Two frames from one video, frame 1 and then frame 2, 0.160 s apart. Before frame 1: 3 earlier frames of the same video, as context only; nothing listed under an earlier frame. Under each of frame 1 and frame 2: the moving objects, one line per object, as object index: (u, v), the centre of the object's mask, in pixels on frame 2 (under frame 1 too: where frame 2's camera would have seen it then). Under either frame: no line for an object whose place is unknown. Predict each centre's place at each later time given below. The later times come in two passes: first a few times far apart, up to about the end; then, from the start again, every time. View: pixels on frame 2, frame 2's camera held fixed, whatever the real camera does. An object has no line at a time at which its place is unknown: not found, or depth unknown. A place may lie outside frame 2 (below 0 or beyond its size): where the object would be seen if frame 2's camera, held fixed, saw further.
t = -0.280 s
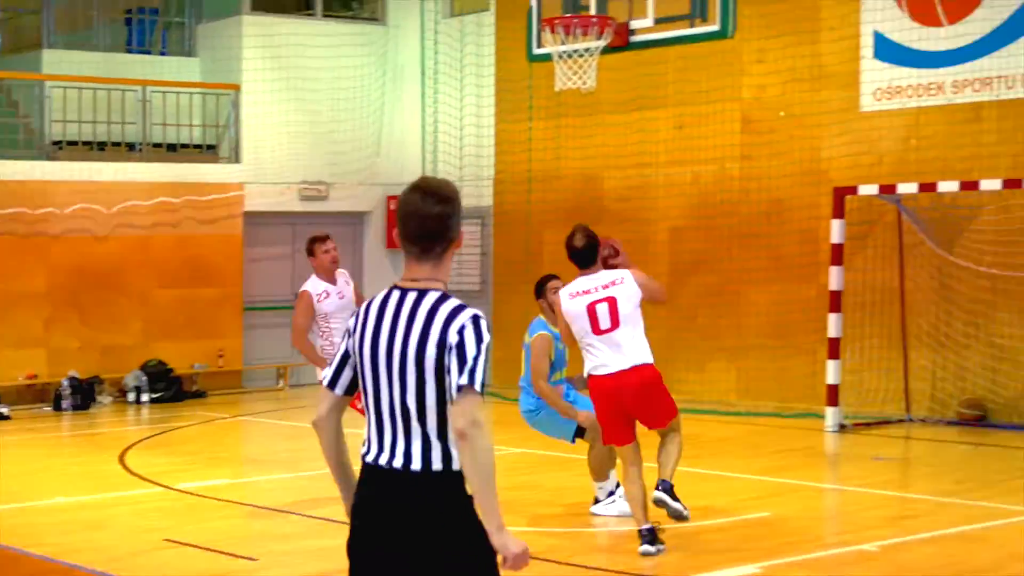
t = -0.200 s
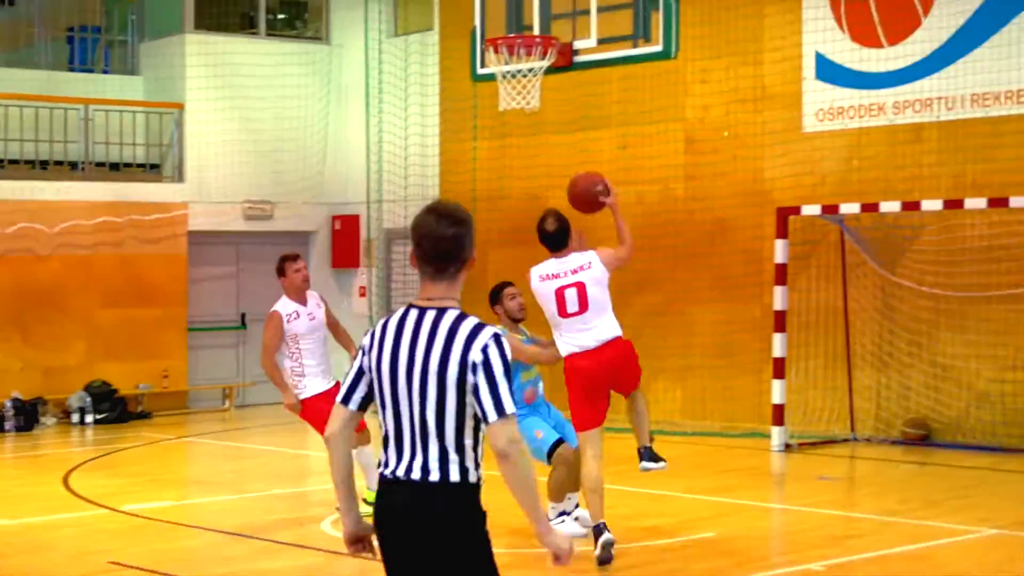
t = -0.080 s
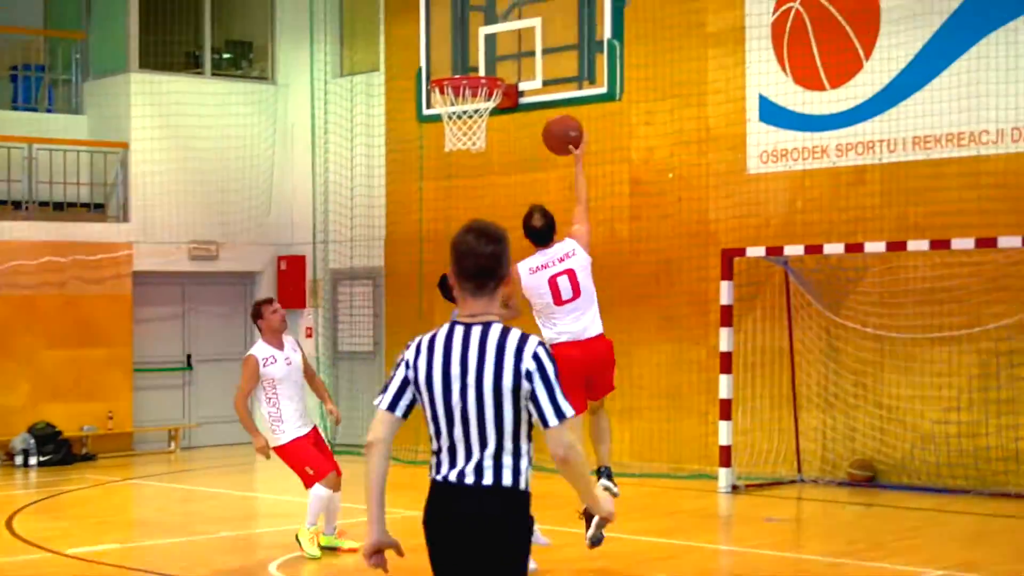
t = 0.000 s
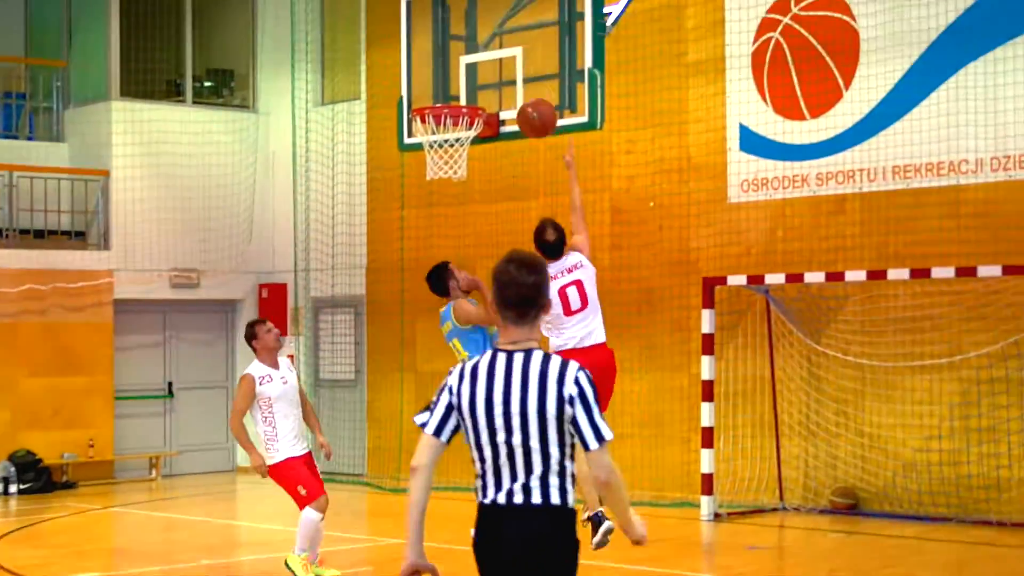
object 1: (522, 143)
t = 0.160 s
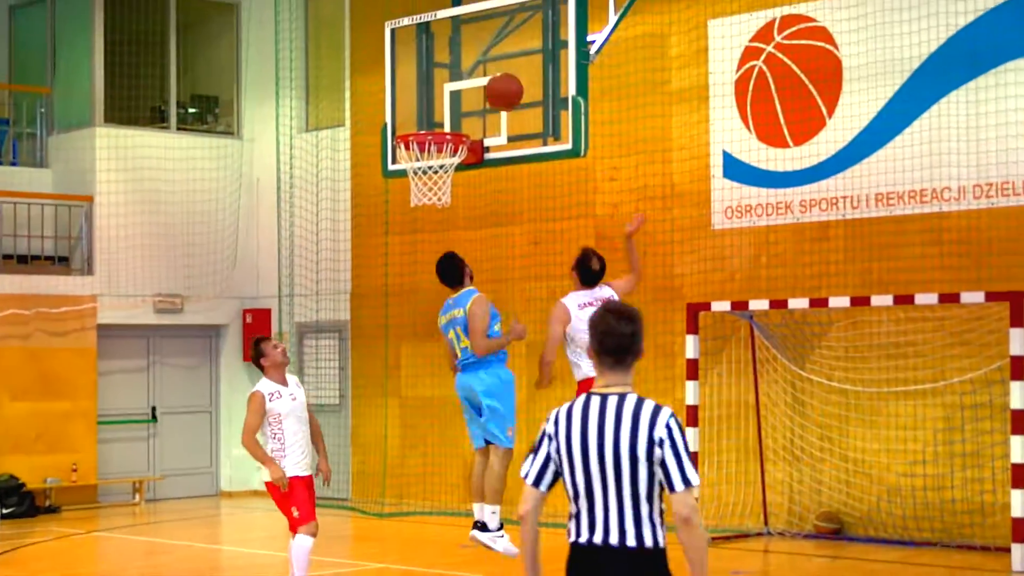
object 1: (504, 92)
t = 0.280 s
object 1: (492, 81)
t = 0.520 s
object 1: (428, 96)
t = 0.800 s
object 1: (366, 128)
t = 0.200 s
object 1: (500, 85)
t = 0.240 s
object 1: (496, 82)
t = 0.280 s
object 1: (492, 81)
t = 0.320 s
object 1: (489, 82)
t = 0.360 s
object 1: (477, 80)
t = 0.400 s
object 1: (465, 80)
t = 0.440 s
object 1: (452, 83)
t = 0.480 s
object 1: (440, 89)
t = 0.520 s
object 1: (428, 96)
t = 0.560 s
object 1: (416, 106)
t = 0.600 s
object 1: (404, 118)
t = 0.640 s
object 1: (395, 123)
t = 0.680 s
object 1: (387, 122)
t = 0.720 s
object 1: (380, 122)
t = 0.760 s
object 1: (373, 124)
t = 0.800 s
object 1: (366, 128)
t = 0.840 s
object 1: (358, 134)
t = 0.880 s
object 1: (352, 143)
